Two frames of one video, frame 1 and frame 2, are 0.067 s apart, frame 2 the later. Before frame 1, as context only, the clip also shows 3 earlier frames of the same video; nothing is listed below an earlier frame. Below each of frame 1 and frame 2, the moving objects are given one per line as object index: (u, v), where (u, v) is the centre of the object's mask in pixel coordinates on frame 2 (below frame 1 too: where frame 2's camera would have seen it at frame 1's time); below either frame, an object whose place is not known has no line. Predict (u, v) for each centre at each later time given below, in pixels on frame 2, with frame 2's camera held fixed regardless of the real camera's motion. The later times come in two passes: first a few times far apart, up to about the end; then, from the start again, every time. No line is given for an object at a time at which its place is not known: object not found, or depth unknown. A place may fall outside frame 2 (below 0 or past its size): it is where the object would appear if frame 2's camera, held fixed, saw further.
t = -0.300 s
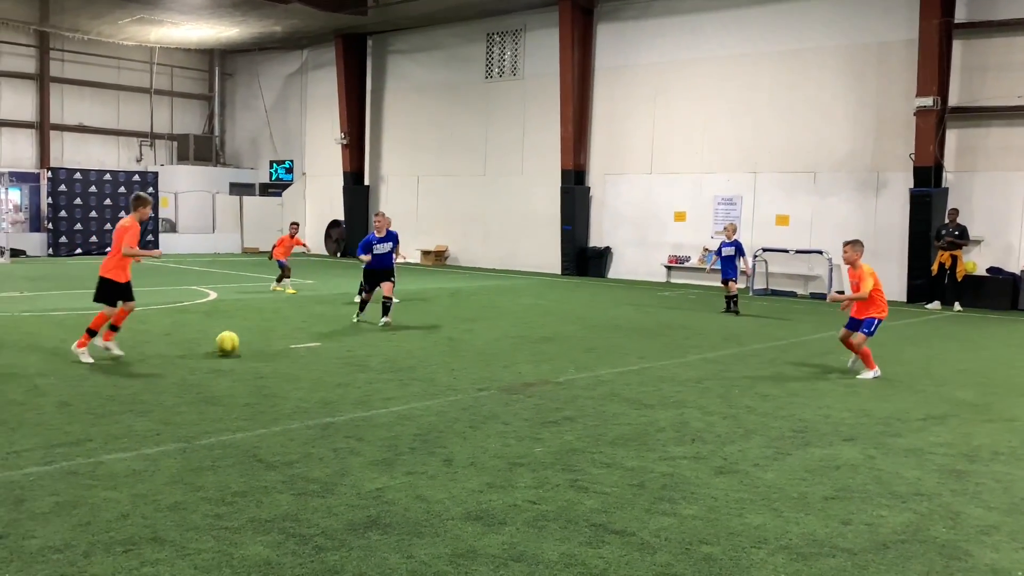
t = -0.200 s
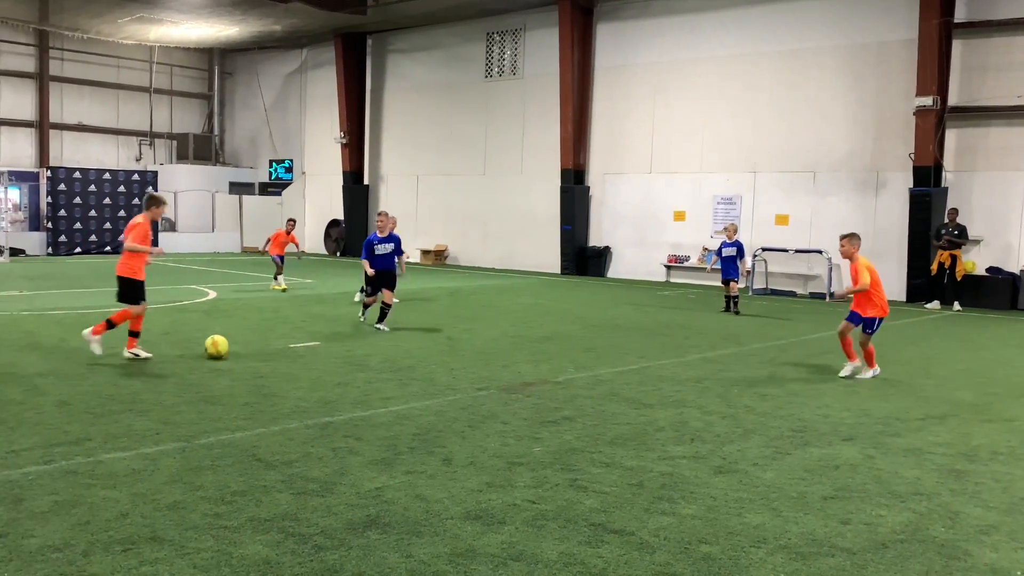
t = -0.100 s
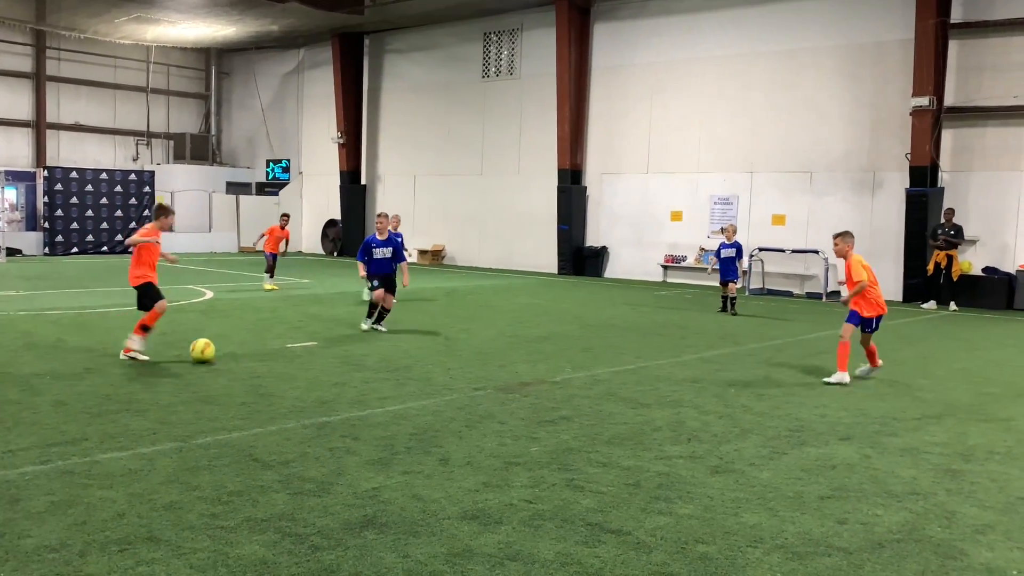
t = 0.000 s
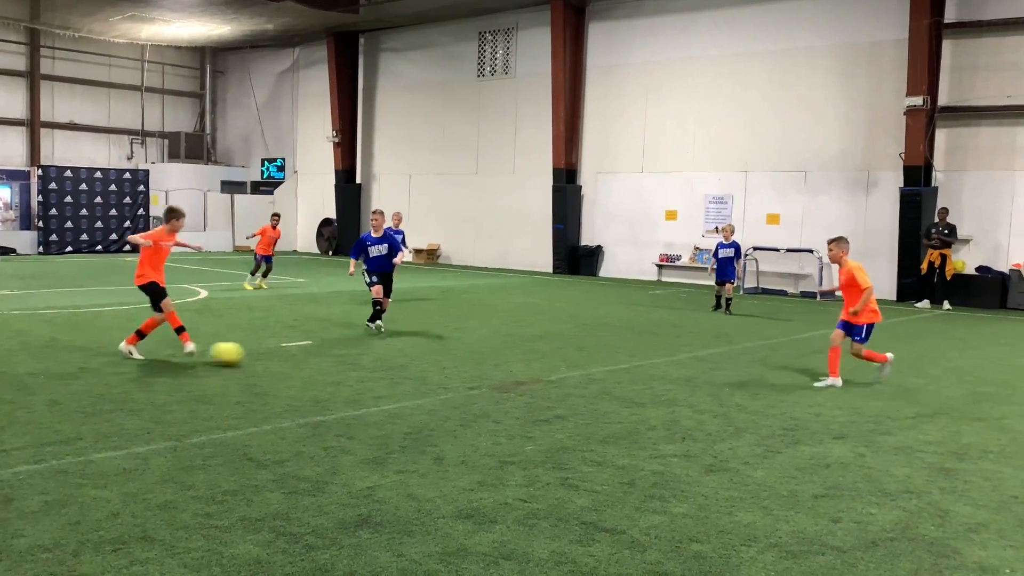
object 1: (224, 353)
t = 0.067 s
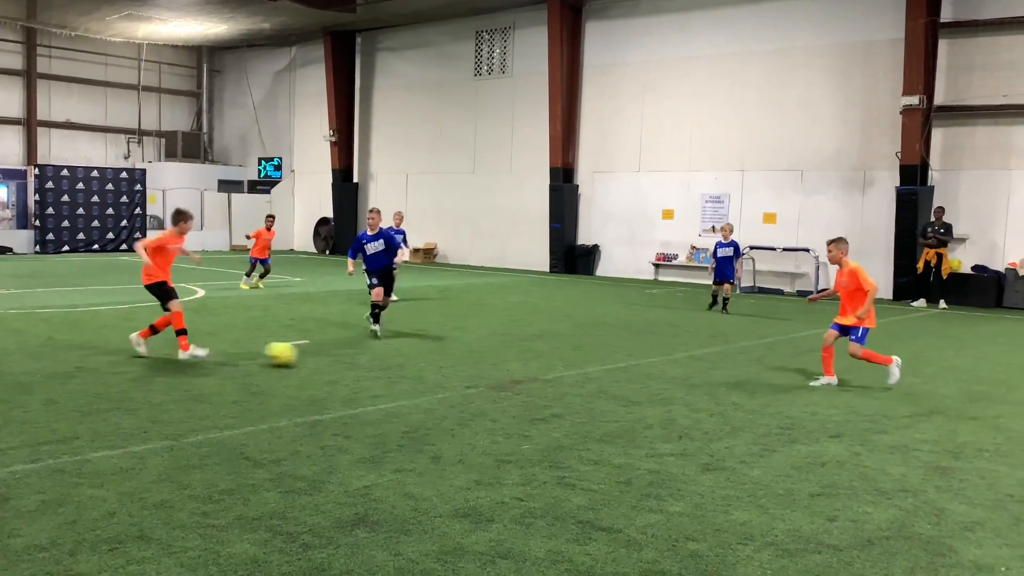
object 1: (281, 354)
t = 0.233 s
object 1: (405, 357)
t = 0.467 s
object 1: (543, 359)
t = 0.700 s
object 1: (666, 366)
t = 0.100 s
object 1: (308, 356)
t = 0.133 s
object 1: (334, 356)
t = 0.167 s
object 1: (359, 356)
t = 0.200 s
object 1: (383, 358)
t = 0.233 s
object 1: (405, 357)
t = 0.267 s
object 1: (426, 356)
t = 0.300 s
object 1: (447, 356)
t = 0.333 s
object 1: (468, 357)
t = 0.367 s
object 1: (489, 360)
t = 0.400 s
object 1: (507, 359)
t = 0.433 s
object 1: (525, 358)
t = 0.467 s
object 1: (543, 359)
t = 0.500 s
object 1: (561, 360)
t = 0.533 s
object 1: (579, 363)
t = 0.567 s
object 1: (597, 363)
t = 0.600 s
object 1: (615, 361)
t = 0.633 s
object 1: (632, 361)
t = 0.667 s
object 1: (649, 363)
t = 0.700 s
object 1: (666, 366)
